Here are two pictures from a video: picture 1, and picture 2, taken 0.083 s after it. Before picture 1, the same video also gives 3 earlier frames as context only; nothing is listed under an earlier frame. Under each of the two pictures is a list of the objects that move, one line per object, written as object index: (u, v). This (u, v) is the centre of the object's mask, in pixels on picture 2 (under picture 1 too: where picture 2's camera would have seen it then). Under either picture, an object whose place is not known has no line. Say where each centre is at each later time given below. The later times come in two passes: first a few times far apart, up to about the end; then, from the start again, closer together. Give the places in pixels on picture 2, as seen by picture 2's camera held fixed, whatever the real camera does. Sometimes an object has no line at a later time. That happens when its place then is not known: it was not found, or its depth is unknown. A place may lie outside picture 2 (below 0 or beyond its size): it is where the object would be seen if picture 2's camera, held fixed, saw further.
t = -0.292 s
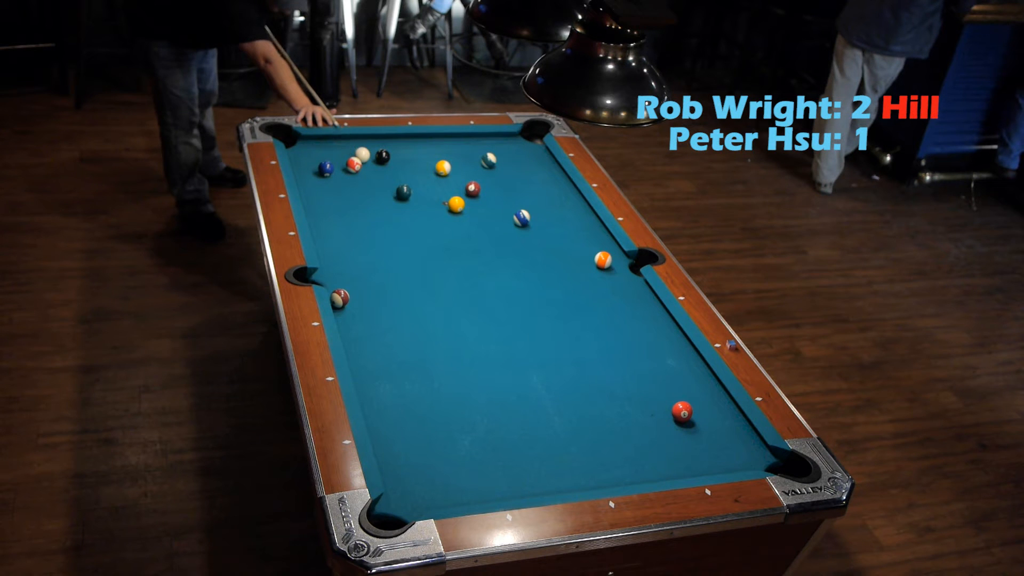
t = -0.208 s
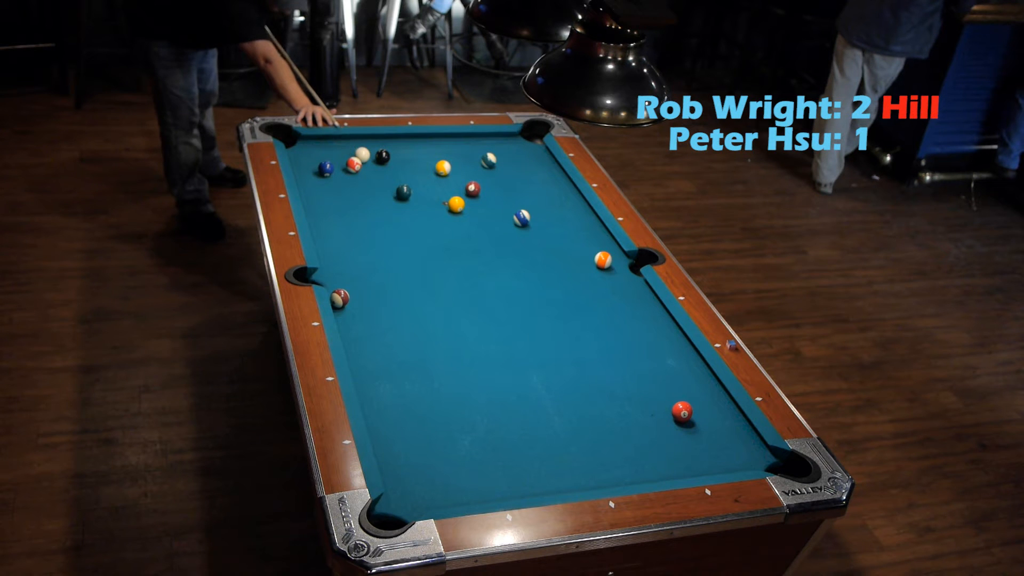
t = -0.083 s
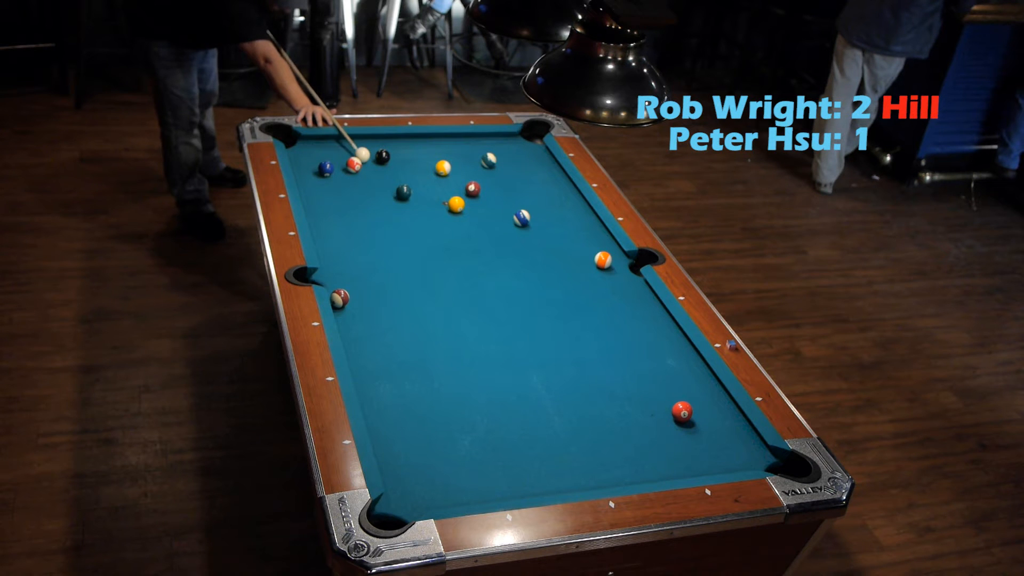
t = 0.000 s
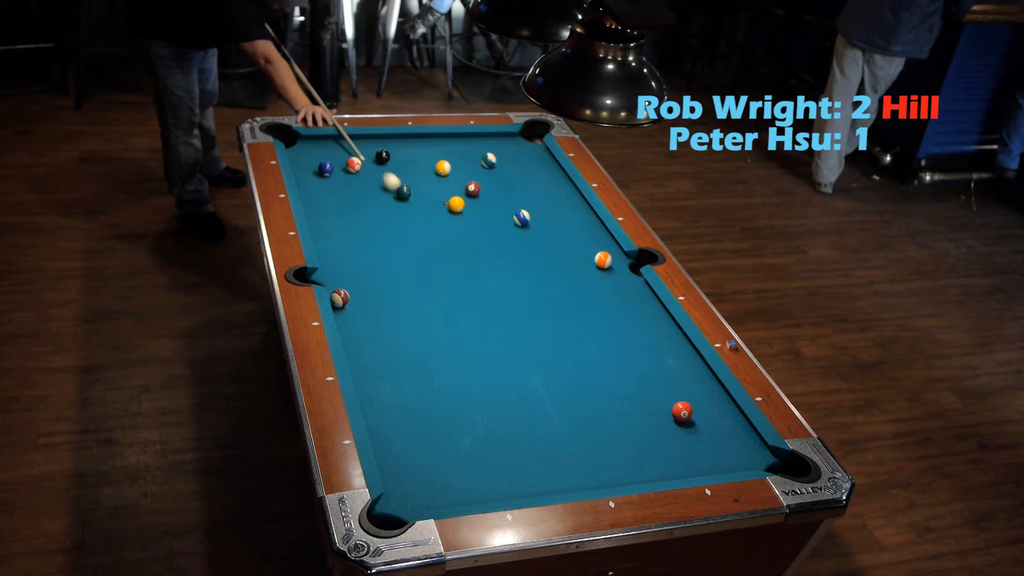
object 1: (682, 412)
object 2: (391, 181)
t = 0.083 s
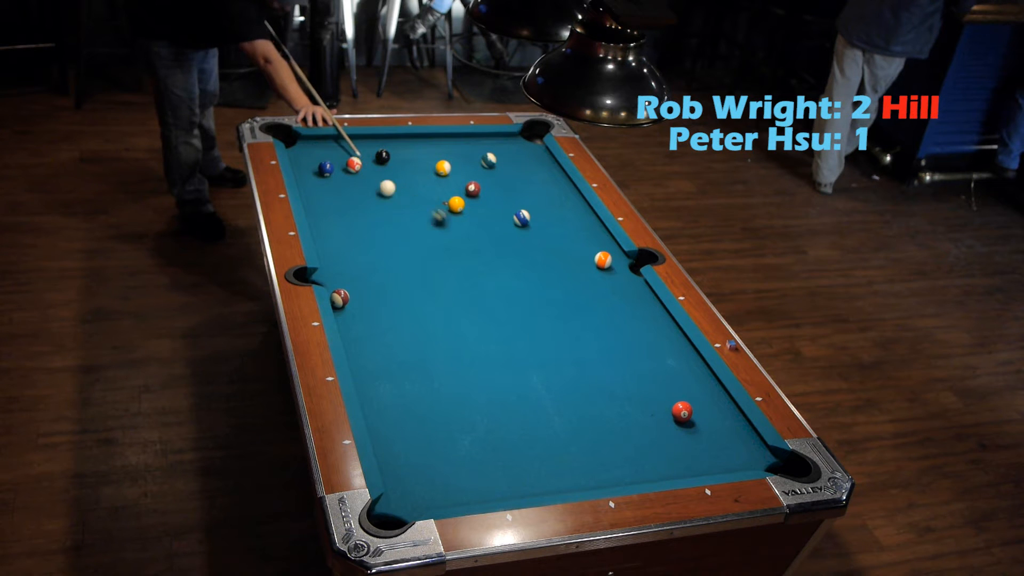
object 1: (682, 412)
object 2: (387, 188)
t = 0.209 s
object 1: (682, 412)
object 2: (377, 191)
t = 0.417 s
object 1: (682, 412)
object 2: (361, 196)
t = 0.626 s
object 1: (682, 412)
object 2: (346, 200)
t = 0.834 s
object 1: (682, 412)
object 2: (331, 205)
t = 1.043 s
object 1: (682, 410)
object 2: (316, 209)
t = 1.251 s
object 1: (679, 398)
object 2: (317, 211)
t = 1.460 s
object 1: (676, 385)
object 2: (323, 211)
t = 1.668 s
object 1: (674, 373)
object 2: (328, 211)
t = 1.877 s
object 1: (672, 363)
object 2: (332, 212)
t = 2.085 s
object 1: (670, 353)
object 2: (335, 212)
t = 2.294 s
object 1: (669, 345)
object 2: (337, 212)
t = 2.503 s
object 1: (668, 338)
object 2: (338, 212)
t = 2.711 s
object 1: (666, 331)
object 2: (338, 212)
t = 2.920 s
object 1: (665, 325)
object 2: (337, 212)
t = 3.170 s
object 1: (664, 320)
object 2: (337, 212)
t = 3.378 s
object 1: (662, 315)
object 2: (337, 212)
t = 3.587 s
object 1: (661, 313)
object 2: (337, 212)
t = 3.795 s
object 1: (658, 311)
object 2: (337, 212)
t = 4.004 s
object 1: (656, 309)
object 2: (337, 212)
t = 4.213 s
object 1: (655, 309)
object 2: (337, 212)
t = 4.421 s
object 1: (655, 309)
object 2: (337, 212)
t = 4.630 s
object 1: (655, 309)
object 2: (337, 212)
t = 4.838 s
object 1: (655, 309)
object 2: (337, 212)
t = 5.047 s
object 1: (655, 309)
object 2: (337, 212)
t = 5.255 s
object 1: (655, 309)
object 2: (337, 212)
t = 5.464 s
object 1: (655, 309)
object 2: (337, 212)
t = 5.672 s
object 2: (337, 212)
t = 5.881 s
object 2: (337, 212)
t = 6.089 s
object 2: (337, 212)
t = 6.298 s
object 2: (337, 212)
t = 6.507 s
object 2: (337, 212)
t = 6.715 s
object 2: (337, 212)
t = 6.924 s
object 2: (337, 212)
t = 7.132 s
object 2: (337, 212)
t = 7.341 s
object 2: (337, 212)
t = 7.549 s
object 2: (337, 212)
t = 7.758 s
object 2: (337, 212)
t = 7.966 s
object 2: (337, 212)
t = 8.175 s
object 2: (337, 212)
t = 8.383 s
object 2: (337, 212)
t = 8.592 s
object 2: (337, 212)
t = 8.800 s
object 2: (337, 212)
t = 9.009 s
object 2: (337, 212)
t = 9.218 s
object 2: (337, 212)
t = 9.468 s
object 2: (337, 212)
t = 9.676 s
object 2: (337, 212)
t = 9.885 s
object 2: (337, 212)
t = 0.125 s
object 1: (682, 412)
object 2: (384, 189)
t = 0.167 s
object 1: (682, 412)
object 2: (381, 190)
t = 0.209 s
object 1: (682, 412)
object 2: (377, 191)
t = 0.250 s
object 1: (682, 412)
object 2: (374, 192)
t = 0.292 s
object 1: (682, 412)
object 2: (371, 193)
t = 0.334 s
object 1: (682, 412)
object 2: (368, 194)
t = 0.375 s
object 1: (682, 412)
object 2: (364, 195)
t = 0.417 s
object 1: (682, 412)
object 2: (361, 196)
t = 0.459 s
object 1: (682, 412)
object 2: (358, 197)
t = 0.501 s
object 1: (682, 412)
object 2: (355, 198)
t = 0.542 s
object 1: (682, 412)
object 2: (352, 198)
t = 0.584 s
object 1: (682, 412)
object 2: (349, 199)
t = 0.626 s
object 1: (682, 412)
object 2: (346, 200)
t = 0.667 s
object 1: (682, 412)
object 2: (343, 201)
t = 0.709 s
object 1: (682, 412)
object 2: (339, 202)
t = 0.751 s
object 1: (682, 412)
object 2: (337, 203)
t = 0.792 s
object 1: (682, 412)
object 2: (334, 204)
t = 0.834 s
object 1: (682, 412)
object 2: (331, 205)
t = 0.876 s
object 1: (682, 412)
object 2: (328, 205)
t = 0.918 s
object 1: (682, 412)
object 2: (325, 206)
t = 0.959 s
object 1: (682, 412)
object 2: (322, 207)
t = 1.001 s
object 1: (682, 412)
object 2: (319, 208)
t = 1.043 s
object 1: (682, 410)
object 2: (316, 209)
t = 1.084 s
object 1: (682, 408)
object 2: (314, 210)
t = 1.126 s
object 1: (681, 406)
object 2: (312, 210)
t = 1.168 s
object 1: (680, 403)
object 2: (314, 210)
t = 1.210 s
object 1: (680, 400)
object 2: (315, 210)
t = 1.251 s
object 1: (679, 398)
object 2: (317, 211)
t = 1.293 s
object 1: (679, 395)
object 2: (318, 211)
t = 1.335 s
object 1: (678, 392)
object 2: (319, 211)
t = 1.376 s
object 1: (678, 390)
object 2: (321, 211)
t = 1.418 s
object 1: (677, 387)
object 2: (322, 211)
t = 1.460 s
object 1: (676, 385)
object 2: (323, 211)
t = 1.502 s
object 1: (676, 382)
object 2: (324, 211)
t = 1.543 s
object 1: (675, 380)
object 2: (325, 211)
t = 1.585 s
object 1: (675, 378)
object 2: (326, 211)
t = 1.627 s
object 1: (674, 376)
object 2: (327, 211)
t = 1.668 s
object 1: (674, 373)
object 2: (328, 211)
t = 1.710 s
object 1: (673, 371)
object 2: (329, 212)
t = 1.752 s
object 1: (673, 369)
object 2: (330, 212)
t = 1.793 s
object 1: (673, 367)
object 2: (331, 212)
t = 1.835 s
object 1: (672, 365)
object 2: (331, 212)
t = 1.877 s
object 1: (672, 363)
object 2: (332, 212)
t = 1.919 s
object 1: (672, 361)
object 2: (333, 212)
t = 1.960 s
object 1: (671, 359)
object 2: (334, 212)
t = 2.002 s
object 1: (671, 357)
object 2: (334, 212)
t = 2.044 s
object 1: (671, 355)
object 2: (335, 212)
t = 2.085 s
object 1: (670, 353)
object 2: (335, 212)
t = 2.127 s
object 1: (670, 352)
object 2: (336, 212)
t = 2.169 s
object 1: (670, 350)
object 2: (336, 212)
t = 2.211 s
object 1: (669, 348)
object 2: (337, 212)
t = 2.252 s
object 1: (669, 347)
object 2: (337, 212)
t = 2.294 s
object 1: (669, 345)
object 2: (337, 212)
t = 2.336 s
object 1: (669, 344)
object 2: (338, 212)
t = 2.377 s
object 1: (668, 342)
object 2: (338, 212)
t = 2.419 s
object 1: (668, 340)
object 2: (338, 212)
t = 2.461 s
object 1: (668, 339)
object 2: (338, 212)
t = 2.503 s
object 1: (668, 338)
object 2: (338, 212)
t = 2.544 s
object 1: (667, 336)
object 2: (338, 212)
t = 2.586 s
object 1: (667, 335)
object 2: (338, 212)
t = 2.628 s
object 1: (667, 334)
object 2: (338, 212)
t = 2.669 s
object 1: (667, 332)
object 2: (338, 212)
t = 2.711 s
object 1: (666, 331)
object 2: (338, 212)
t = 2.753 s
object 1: (666, 330)
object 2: (337, 212)
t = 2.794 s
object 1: (666, 329)
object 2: (337, 212)
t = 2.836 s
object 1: (666, 328)
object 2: (337, 212)
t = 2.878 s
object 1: (665, 326)
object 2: (337, 212)
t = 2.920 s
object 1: (665, 325)
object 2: (337, 212)
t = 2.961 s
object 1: (665, 324)
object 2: (337, 212)
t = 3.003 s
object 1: (665, 324)
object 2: (337, 212)
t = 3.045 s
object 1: (664, 323)
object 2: (337, 212)
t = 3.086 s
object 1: (664, 322)
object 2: (337, 212)
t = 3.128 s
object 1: (664, 321)
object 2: (337, 212)
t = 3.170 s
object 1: (664, 320)
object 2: (337, 212)
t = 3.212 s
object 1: (663, 319)
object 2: (337, 212)
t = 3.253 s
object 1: (663, 318)
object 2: (337, 212)
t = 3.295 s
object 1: (663, 317)
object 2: (337, 212)
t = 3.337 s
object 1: (662, 316)
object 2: (337, 212)
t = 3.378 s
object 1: (662, 315)
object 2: (337, 212)
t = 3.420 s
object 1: (662, 315)
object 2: (337, 212)
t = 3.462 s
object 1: (662, 314)
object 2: (337, 212)
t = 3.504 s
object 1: (661, 314)
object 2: (337, 212)
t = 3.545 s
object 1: (661, 313)
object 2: (337, 212)
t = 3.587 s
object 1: (661, 313)
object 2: (337, 212)
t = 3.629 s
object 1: (660, 312)
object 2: (337, 212)
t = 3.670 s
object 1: (660, 312)
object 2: (337, 212)
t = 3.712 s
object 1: (659, 311)
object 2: (337, 212)
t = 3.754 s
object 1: (659, 311)
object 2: (337, 212)
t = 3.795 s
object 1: (658, 311)
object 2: (337, 212)
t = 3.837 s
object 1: (658, 310)
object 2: (337, 212)
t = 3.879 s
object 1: (657, 310)
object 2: (337, 212)
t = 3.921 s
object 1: (657, 310)
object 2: (337, 212)
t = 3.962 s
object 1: (657, 310)
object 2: (337, 212)
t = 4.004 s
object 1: (656, 309)
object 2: (337, 212)
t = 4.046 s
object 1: (656, 309)
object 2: (337, 212)
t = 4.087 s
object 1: (656, 309)
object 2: (337, 212)
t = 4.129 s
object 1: (656, 309)
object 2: (337, 212)
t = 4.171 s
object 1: (655, 309)
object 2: (337, 212)
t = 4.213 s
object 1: (655, 309)
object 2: (337, 212)
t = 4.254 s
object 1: (655, 309)
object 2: (337, 212)
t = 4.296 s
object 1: (655, 309)
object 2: (337, 212)
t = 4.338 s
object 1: (655, 309)
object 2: (337, 212)
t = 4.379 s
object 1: (655, 309)
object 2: (337, 212)
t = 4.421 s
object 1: (655, 309)
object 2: (337, 212)
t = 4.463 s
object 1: (655, 309)
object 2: (337, 212)
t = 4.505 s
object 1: (655, 309)
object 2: (337, 212)
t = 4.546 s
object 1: (655, 309)
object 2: (337, 212)
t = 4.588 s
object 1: (655, 309)
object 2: (337, 212)
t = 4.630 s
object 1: (655, 309)
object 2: (337, 212)
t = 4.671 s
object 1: (655, 309)
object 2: (337, 212)
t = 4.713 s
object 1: (655, 309)
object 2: (337, 212)
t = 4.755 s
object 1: (655, 309)
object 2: (337, 212)
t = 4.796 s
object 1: (655, 309)
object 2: (337, 212)
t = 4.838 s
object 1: (655, 309)
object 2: (337, 212)
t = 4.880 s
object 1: (655, 309)
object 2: (337, 212)
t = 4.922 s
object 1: (655, 309)
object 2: (337, 212)
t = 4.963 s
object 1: (655, 309)
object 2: (337, 212)
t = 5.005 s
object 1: (655, 309)
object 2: (337, 212)
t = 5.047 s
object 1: (655, 309)
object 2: (337, 212)
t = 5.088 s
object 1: (655, 309)
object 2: (337, 212)
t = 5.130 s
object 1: (655, 309)
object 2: (337, 212)
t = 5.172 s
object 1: (655, 309)
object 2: (337, 212)
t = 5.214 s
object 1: (655, 309)
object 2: (337, 212)
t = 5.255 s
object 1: (655, 309)
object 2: (337, 212)
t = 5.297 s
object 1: (655, 309)
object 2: (337, 212)
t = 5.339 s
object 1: (655, 309)
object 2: (337, 212)
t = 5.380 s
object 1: (655, 309)
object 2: (337, 212)
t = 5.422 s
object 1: (655, 309)
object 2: (337, 212)
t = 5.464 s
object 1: (655, 309)
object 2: (337, 212)
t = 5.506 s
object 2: (337, 212)
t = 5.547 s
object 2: (337, 212)
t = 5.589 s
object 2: (337, 212)
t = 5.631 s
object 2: (337, 212)
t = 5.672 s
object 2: (337, 212)
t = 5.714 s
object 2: (337, 212)
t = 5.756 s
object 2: (337, 212)
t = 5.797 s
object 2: (337, 212)
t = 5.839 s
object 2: (337, 212)
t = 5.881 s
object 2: (337, 212)
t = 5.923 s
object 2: (337, 212)
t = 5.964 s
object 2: (337, 212)
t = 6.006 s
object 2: (337, 212)
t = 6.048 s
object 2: (337, 212)
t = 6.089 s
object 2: (337, 212)
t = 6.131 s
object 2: (337, 212)
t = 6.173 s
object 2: (337, 212)
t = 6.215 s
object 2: (337, 212)
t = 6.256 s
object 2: (337, 212)
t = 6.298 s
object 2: (337, 212)
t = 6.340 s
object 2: (337, 212)
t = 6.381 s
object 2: (337, 212)
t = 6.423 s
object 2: (337, 212)
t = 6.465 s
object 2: (337, 212)
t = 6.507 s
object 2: (337, 212)
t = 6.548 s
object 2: (337, 212)
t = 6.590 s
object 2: (337, 212)
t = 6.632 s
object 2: (337, 212)
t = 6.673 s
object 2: (337, 212)
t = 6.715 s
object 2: (337, 212)
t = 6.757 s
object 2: (337, 212)
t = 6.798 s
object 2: (337, 212)
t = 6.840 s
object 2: (337, 212)
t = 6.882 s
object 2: (337, 212)
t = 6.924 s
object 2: (337, 212)
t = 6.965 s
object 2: (337, 212)
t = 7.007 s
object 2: (337, 212)
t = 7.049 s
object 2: (337, 212)
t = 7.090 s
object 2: (337, 212)
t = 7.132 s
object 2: (337, 212)
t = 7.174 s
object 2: (337, 212)
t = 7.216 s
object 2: (337, 212)
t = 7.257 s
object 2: (337, 212)
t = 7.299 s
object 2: (337, 212)
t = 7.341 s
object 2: (337, 212)
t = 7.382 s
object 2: (337, 212)
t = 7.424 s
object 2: (337, 212)
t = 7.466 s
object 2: (337, 212)
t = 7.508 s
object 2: (337, 212)
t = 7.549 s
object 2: (337, 212)
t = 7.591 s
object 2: (337, 212)
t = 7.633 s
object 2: (337, 212)
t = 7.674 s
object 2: (337, 212)
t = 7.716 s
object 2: (337, 212)
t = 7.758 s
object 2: (337, 212)
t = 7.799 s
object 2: (337, 212)
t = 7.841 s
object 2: (337, 212)
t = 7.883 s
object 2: (337, 212)
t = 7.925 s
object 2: (337, 212)
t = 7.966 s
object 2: (337, 212)
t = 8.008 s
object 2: (337, 212)
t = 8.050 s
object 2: (337, 212)
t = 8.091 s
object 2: (337, 212)
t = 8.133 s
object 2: (337, 212)
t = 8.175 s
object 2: (337, 212)
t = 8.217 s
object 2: (337, 212)
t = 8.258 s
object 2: (337, 212)
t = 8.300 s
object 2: (337, 212)
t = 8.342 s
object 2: (337, 212)
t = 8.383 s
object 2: (337, 212)
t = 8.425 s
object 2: (337, 212)
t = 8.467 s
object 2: (337, 212)
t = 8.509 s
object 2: (337, 212)
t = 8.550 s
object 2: (337, 212)
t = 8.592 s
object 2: (337, 212)
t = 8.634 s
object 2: (337, 212)
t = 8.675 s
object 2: (337, 212)
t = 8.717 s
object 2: (337, 212)
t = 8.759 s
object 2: (337, 212)
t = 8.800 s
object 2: (337, 212)
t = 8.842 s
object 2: (337, 212)
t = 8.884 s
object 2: (337, 212)
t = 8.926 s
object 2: (337, 212)
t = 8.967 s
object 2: (337, 212)
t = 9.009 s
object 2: (337, 212)
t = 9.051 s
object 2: (337, 212)
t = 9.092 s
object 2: (337, 212)
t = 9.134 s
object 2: (337, 212)
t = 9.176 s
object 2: (337, 212)
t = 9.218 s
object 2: (337, 212)
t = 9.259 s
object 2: (337, 212)
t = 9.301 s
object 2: (337, 212)
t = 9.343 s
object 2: (337, 212)
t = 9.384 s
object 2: (337, 212)
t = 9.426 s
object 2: (337, 212)
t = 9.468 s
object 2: (337, 212)
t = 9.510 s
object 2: (337, 212)
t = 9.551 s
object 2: (337, 212)
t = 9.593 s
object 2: (337, 212)
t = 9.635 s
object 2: (338, 212)
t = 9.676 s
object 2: (337, 212)
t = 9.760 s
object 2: (337, 212)
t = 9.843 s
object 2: (337, 212)
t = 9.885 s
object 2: (337, 212)
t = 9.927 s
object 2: (337, 212)
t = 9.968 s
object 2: (337, 212)
